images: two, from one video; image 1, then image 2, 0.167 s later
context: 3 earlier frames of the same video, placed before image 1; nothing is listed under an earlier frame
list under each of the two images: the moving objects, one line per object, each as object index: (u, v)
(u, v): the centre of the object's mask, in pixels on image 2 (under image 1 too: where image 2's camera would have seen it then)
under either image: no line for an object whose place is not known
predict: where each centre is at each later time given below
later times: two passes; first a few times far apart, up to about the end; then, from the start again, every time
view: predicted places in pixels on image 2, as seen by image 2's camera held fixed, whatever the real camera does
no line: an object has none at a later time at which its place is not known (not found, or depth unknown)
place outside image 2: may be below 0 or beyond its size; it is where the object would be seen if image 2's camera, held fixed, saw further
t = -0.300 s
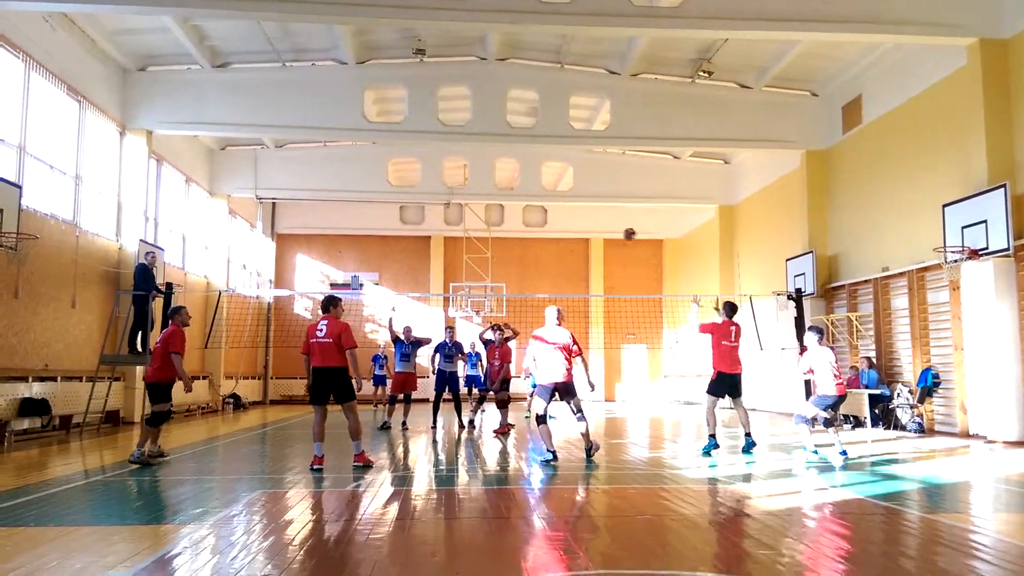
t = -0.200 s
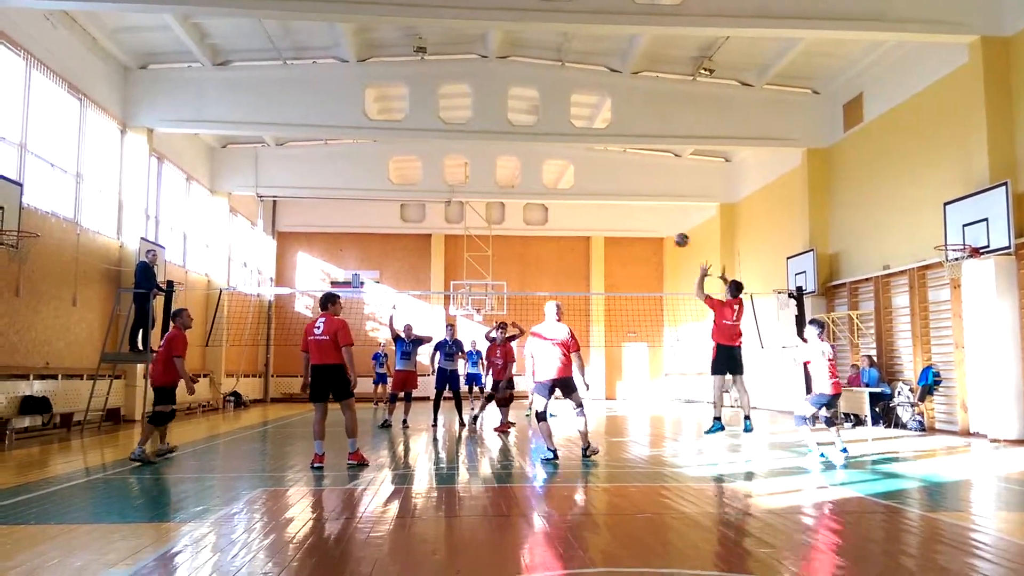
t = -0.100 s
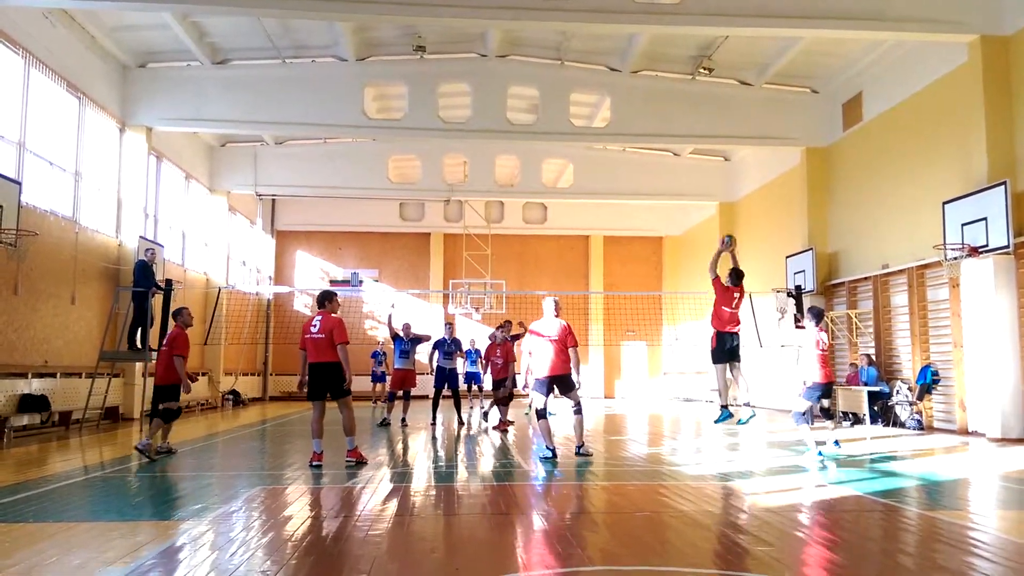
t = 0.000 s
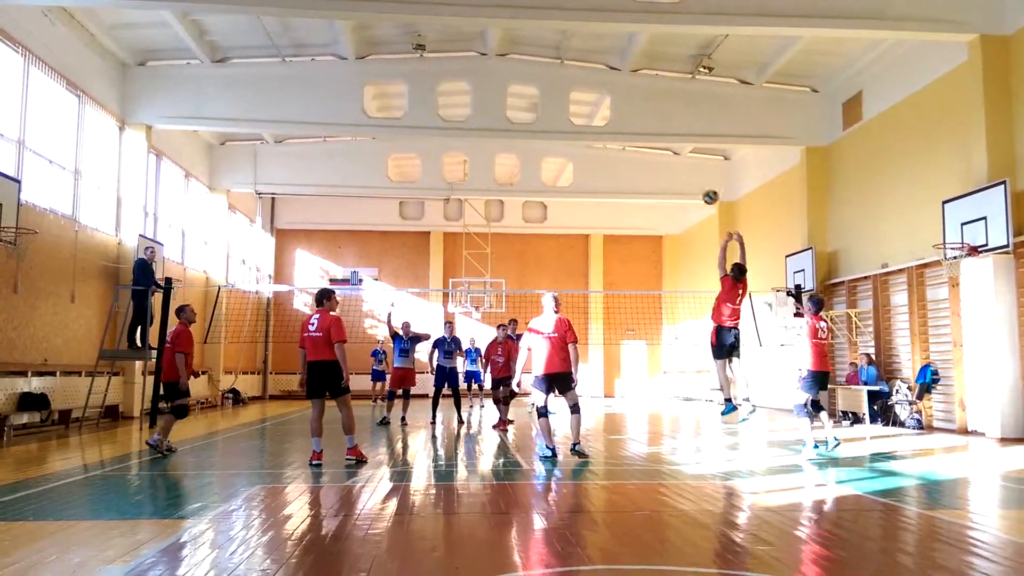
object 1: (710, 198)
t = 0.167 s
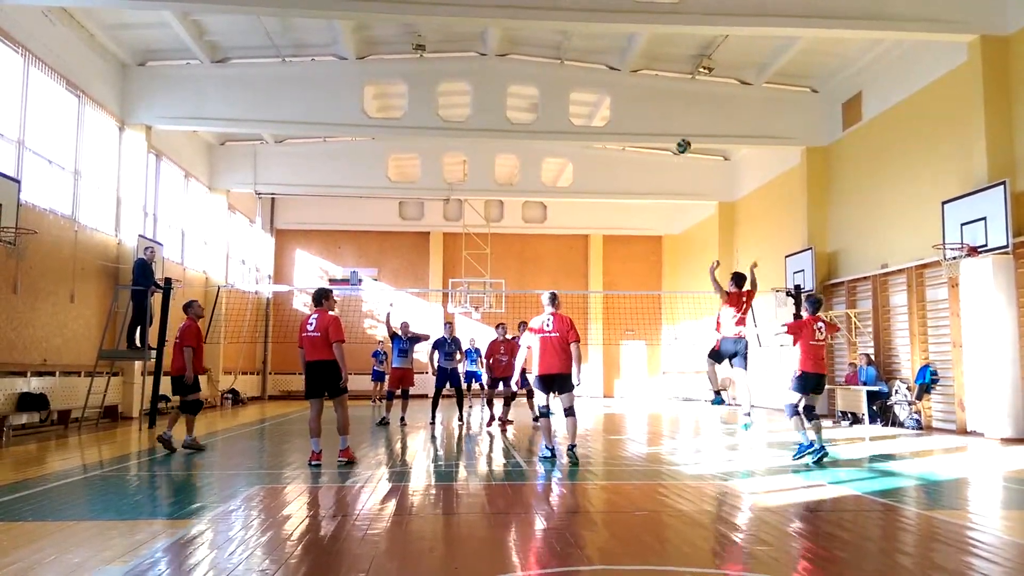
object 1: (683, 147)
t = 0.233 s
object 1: (673, 133)
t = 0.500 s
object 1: (638, 110)
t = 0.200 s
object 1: (678, 140)
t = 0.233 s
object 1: (673, 133)
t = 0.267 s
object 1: (669, 127)
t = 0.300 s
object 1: (664, 122)
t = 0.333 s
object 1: (659, 118)
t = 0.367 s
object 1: (655, 115)
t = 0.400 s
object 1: (651, 112)
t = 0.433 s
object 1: (646, 111)
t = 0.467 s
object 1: (642, 110)
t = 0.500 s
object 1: (638, 110)
